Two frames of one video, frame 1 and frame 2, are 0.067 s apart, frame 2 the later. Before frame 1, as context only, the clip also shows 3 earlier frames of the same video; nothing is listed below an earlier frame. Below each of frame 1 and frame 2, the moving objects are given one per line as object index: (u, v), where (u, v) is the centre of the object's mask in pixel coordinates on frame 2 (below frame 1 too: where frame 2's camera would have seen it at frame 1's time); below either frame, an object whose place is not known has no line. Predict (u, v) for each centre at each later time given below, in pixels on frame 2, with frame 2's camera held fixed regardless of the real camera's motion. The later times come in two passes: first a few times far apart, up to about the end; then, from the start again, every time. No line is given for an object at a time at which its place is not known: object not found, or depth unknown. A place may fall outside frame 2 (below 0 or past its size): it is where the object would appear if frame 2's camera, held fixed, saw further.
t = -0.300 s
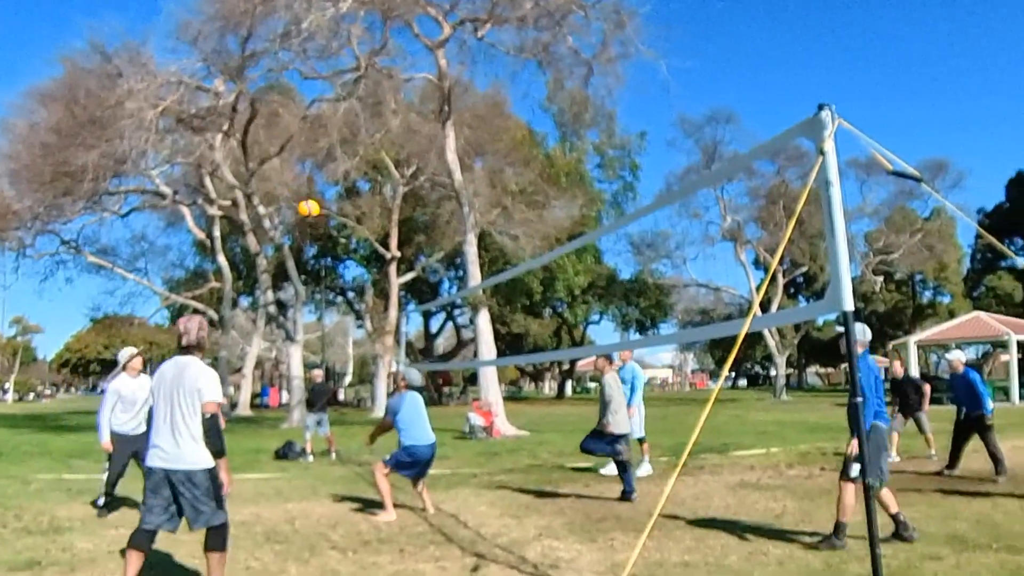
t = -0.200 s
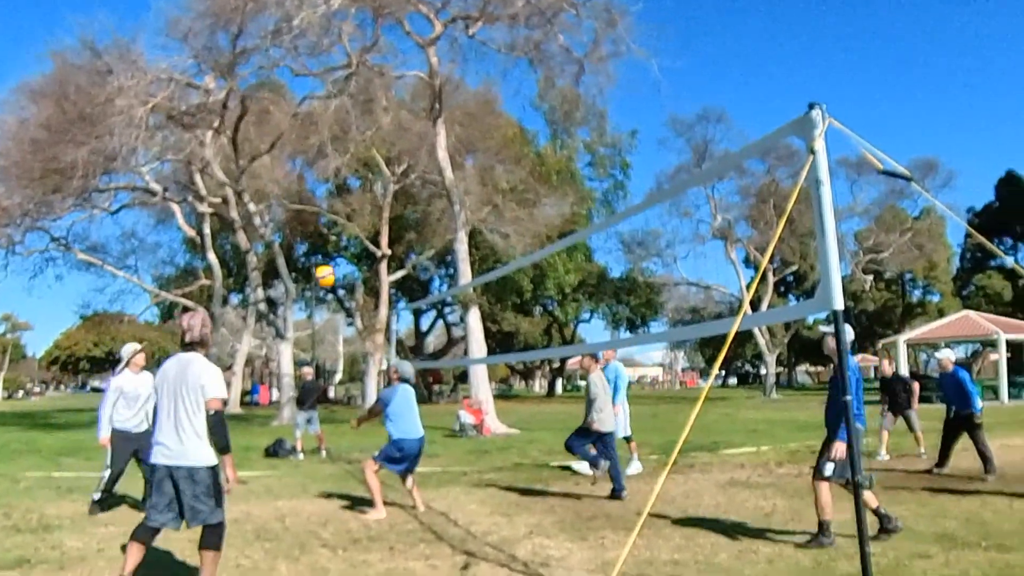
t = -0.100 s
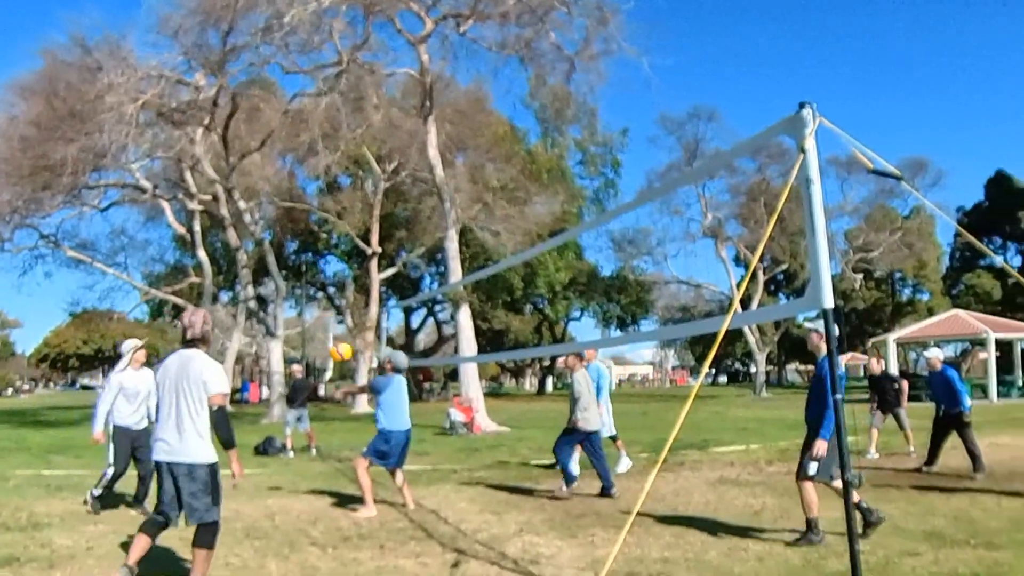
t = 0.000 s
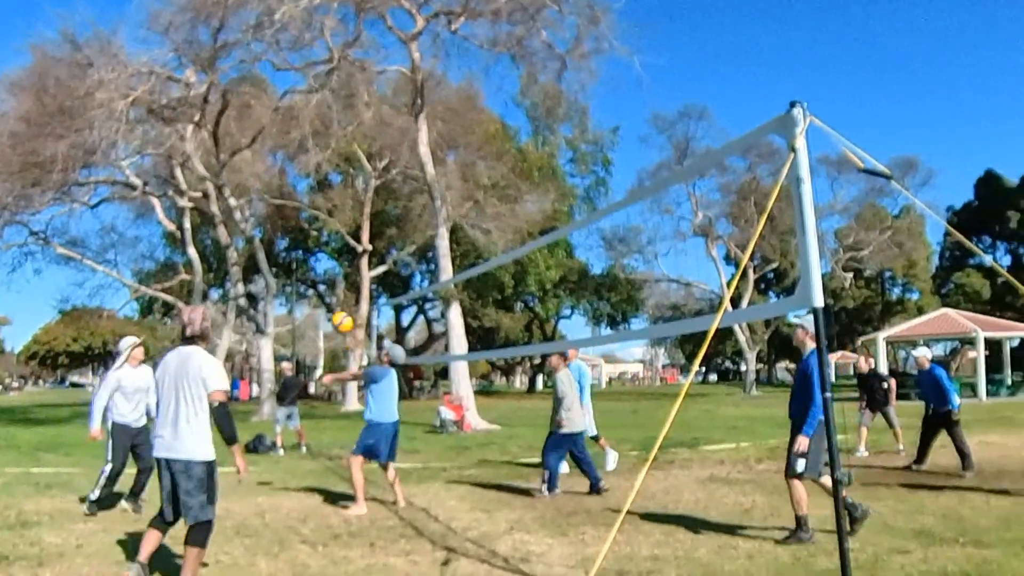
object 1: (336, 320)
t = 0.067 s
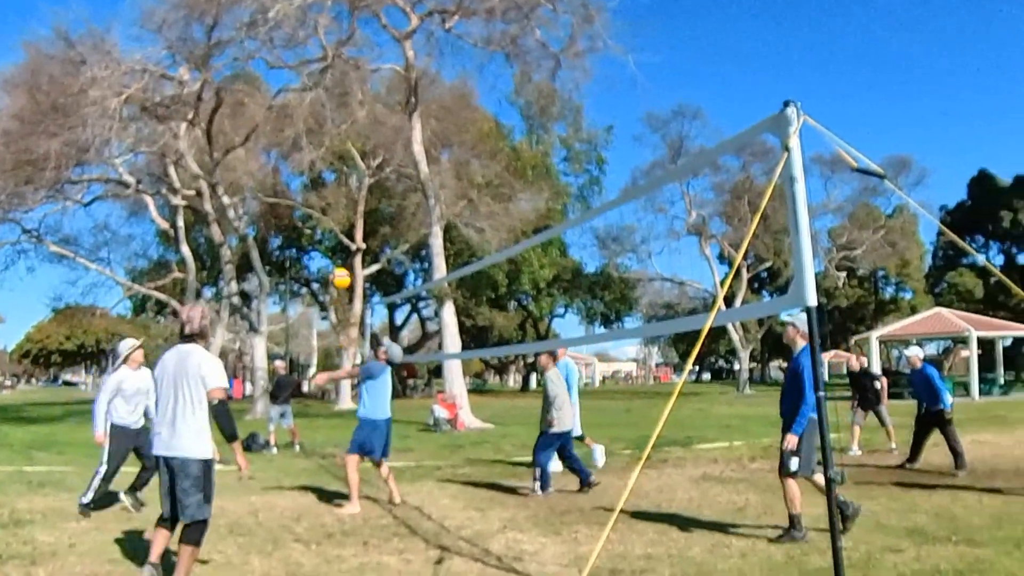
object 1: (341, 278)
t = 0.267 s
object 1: (354, 177)
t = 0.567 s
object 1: (376, 101)
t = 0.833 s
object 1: (394, 101)
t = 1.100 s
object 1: (412, 172)
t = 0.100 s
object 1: (343, 259)
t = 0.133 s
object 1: (346, 241)
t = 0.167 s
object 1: (347, 223)
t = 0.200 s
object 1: (350, 207)
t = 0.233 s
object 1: (352, 192)
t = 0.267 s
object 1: (354, 177)
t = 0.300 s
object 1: (357, 164)
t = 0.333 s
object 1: (361, 153)
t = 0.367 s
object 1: (362, 144)
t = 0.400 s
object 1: (364, 134)
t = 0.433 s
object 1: (366, 125)
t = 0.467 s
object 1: (369, 117)
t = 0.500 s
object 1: (371, 111)
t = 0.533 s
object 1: (374, 105)
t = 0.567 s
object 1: (376, 101)
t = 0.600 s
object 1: (378, 98)
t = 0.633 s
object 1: (380, 96)
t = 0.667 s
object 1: (382, 94)
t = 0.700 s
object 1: (385, 94)
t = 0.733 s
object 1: (387, 95)
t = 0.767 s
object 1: (389, 96)
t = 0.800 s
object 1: (391, 98)
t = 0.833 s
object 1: (394, 101)
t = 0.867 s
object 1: (397, 106)
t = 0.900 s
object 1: (399, 112)
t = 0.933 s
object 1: (400, 120)
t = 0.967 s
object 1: (402, 128)
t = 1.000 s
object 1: (404, 137)
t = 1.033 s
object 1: (408, 147)
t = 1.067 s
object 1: (411, 159)
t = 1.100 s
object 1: (412, 172)
